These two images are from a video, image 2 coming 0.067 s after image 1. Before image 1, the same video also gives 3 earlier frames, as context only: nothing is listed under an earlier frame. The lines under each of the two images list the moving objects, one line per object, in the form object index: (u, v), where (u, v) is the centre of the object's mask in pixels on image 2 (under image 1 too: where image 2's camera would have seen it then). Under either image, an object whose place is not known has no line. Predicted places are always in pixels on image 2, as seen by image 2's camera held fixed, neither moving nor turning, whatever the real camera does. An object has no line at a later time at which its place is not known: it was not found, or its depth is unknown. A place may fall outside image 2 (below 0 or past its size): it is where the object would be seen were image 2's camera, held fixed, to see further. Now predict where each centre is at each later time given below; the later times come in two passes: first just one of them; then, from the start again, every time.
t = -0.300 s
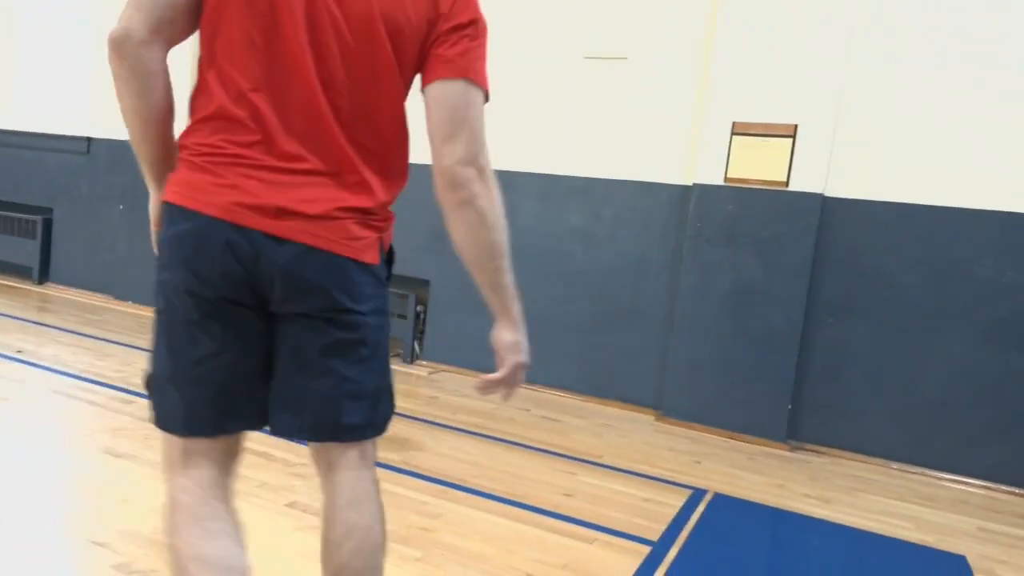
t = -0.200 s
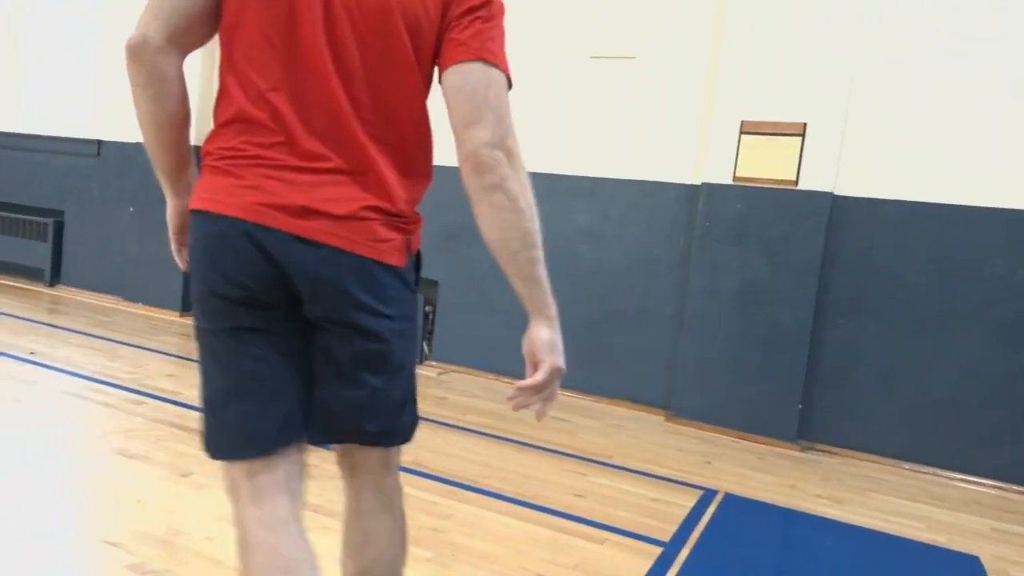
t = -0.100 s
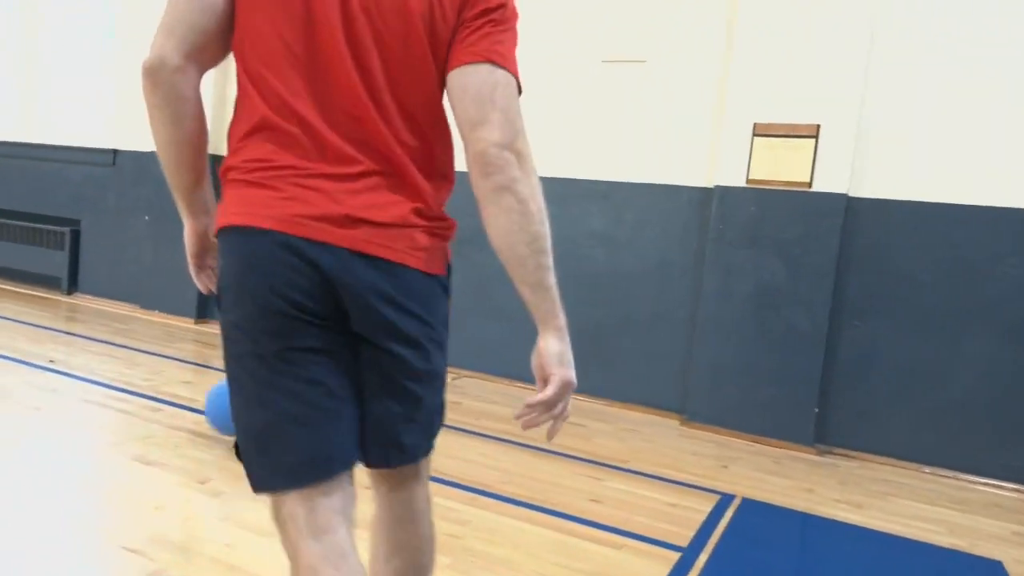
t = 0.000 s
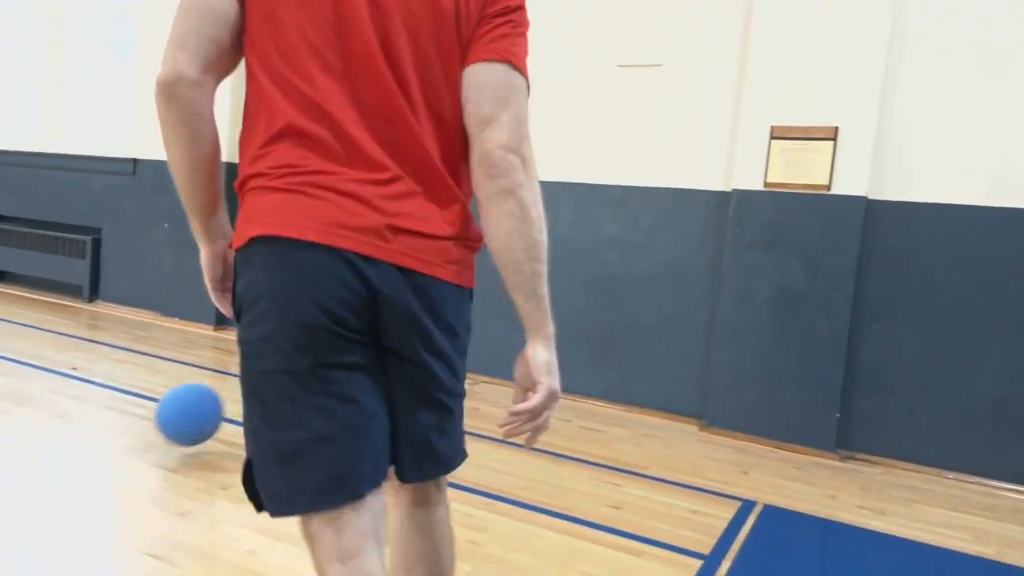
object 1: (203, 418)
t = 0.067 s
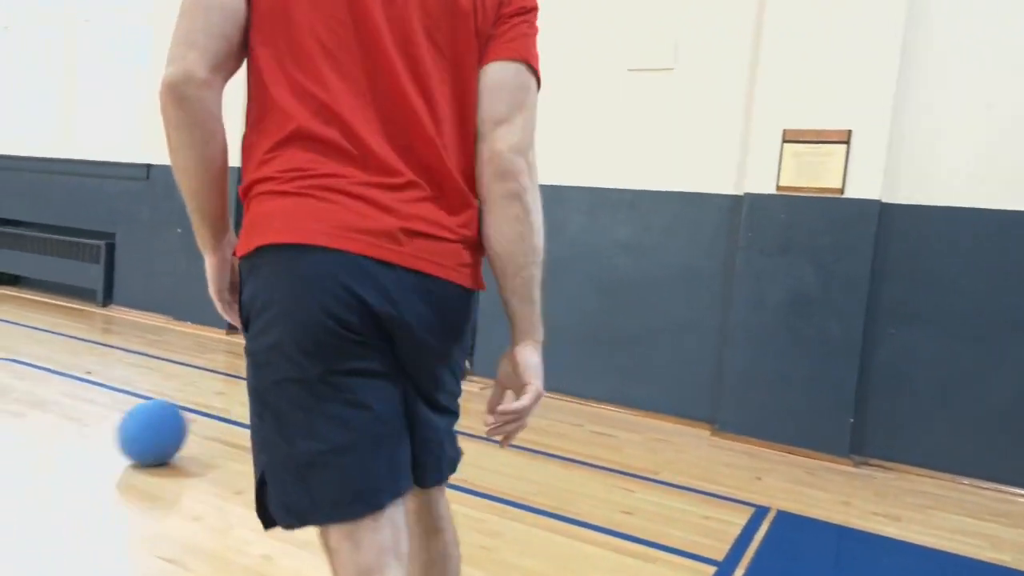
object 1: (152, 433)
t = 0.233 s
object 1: (19, 436)
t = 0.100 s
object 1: (126, 429)
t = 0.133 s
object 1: (100, 426)
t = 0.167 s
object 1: (74, 427)
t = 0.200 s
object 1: (46, 431)
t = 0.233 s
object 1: (19, 436)
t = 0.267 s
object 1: (-10, 434)
